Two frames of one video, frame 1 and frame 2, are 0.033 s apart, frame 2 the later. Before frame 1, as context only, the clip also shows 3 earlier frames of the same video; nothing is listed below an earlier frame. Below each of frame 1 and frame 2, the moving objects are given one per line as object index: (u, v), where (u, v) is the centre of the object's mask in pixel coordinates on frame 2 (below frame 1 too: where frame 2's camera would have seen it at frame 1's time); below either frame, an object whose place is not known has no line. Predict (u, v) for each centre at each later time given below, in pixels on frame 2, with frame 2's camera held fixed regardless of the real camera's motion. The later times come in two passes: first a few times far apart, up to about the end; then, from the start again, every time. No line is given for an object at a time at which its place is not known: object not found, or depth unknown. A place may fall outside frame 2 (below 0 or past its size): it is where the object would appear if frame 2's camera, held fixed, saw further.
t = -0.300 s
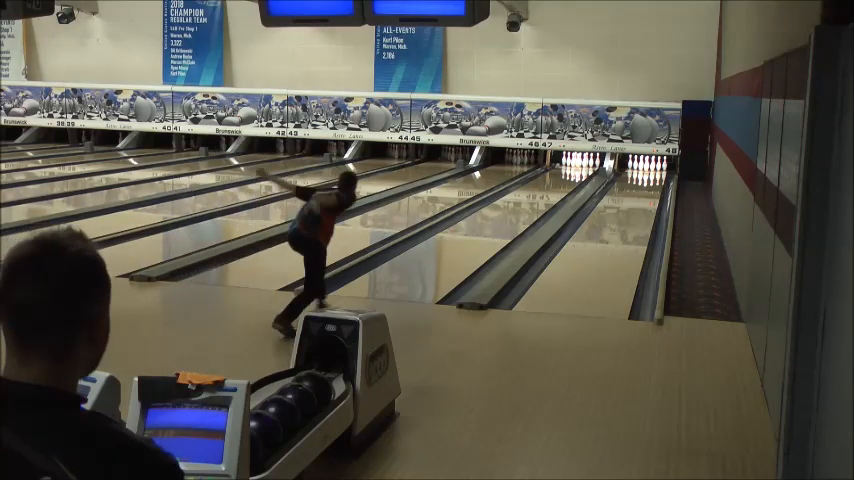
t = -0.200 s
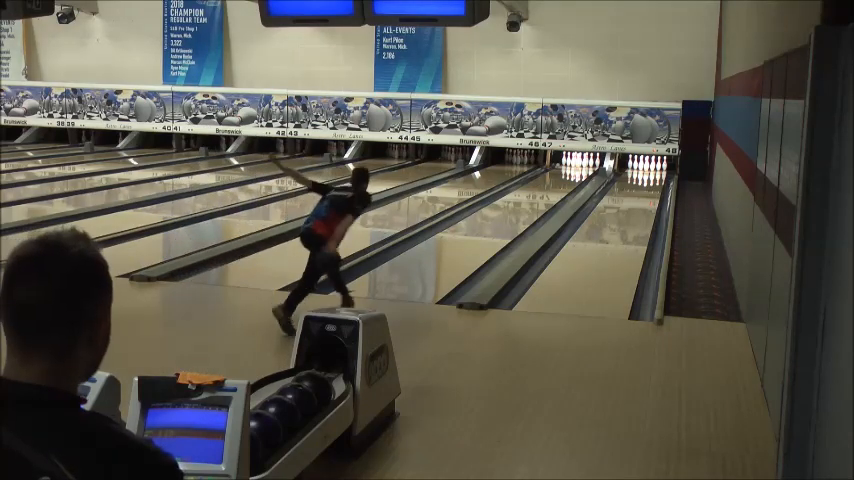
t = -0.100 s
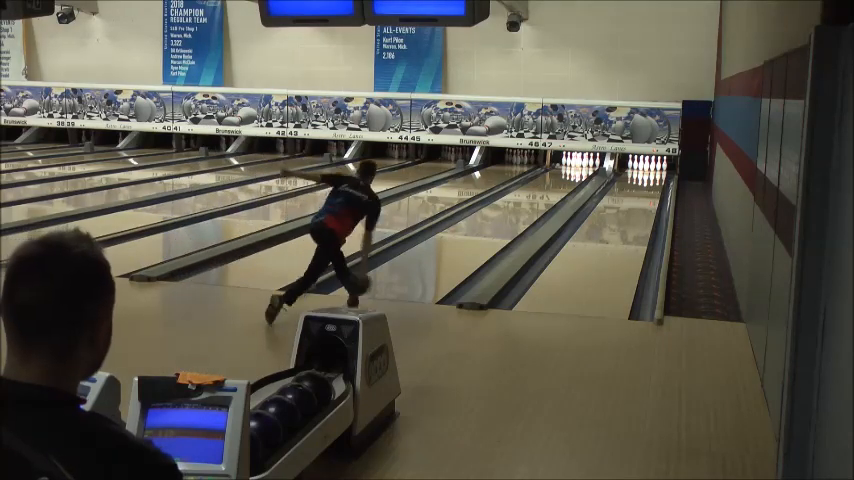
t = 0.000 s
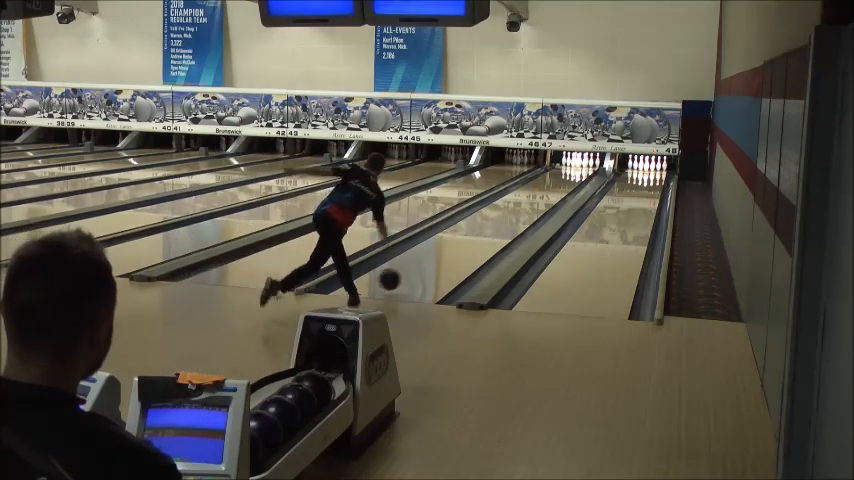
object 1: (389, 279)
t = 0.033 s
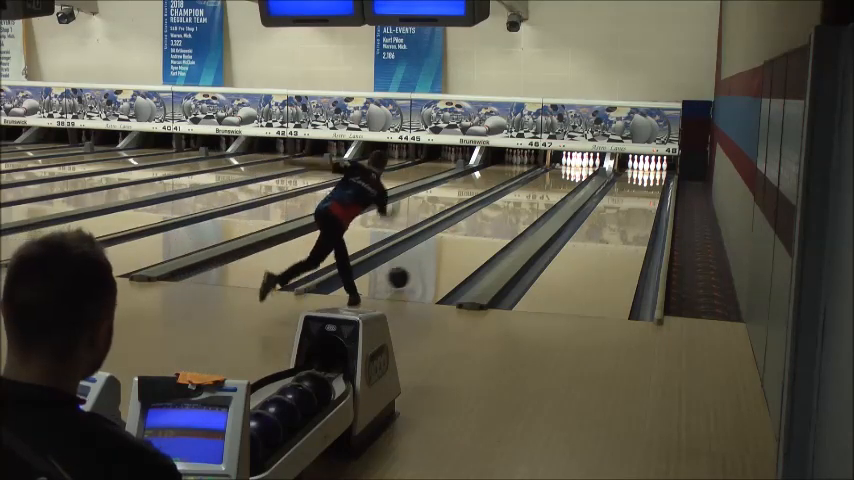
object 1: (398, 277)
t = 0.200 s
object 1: (435, 258)
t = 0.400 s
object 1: (470, 239)
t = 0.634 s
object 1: (501, 222)
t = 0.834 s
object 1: (521, 210)
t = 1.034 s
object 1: (538, 199)
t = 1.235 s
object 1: (552, 191)
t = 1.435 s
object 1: (562, 185)
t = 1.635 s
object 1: (570, 179)
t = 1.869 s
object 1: (576, 174)
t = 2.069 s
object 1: (579, 169)
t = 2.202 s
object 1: (579, 166)
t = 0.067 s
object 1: (406, 275)
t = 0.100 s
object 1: (414, 270)
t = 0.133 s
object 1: (421, 266)
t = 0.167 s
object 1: (429, 262)
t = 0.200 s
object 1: (435, 258)
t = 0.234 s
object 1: (441, 255)
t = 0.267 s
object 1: (448, 251)
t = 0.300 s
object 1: (454, 248)
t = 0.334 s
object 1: (459, 245)
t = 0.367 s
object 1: (465, 242)
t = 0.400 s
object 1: (470, 239)
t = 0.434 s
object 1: (475, 236)
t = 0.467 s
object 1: (480, 233)
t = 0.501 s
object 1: (484, 231)
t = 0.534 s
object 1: (488, 228)
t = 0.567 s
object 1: (493, 226)
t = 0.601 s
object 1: (497, 224)
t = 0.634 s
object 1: (501, 222)
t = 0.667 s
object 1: (504, 220)
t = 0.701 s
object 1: (508, 217)
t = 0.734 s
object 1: (512, 215)
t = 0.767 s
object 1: (515, 213)
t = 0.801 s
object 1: (518, 211)
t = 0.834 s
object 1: (521, 210)
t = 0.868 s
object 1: (525, 208)
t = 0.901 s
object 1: (527, 206)
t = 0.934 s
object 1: (531, 204)
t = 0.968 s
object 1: (533, 203)
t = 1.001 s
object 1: (536, 201)
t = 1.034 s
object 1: (538, 199)
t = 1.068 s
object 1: (541, 198)
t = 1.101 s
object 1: (543, 197)
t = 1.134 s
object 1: (545, 196)
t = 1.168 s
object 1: (547, 194)
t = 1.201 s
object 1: (549, 193)
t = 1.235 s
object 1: (552, 191)
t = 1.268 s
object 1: (553, 190)
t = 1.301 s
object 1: (555, 189)
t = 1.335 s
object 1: (557, 188)
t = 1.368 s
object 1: (559, 187)
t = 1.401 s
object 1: (561, 186)
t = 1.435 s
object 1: (562, 185)
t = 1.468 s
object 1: (564, 184)
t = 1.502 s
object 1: (565, 182)
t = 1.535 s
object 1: (566, 181)
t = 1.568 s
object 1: (568, 180)
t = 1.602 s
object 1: (569, 180)
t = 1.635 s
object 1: (570, 179)
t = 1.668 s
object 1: (572, 178)
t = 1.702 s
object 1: (573, 177)
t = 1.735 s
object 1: (573, 176)
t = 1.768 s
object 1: (574, 175)
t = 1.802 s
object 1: (575, 175)
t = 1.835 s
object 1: (576, 174)
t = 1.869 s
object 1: (576, 174)
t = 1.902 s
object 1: (576, 173)
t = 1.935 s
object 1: (578, 171)
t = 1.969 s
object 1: (578, 171)
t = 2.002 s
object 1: (578, 170)
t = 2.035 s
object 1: (579, 170)
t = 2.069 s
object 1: (579, 169)
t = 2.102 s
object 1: (579, 168)
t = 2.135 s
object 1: (579, 168)
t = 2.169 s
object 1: (579, 167)
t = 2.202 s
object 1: (579, 166)
